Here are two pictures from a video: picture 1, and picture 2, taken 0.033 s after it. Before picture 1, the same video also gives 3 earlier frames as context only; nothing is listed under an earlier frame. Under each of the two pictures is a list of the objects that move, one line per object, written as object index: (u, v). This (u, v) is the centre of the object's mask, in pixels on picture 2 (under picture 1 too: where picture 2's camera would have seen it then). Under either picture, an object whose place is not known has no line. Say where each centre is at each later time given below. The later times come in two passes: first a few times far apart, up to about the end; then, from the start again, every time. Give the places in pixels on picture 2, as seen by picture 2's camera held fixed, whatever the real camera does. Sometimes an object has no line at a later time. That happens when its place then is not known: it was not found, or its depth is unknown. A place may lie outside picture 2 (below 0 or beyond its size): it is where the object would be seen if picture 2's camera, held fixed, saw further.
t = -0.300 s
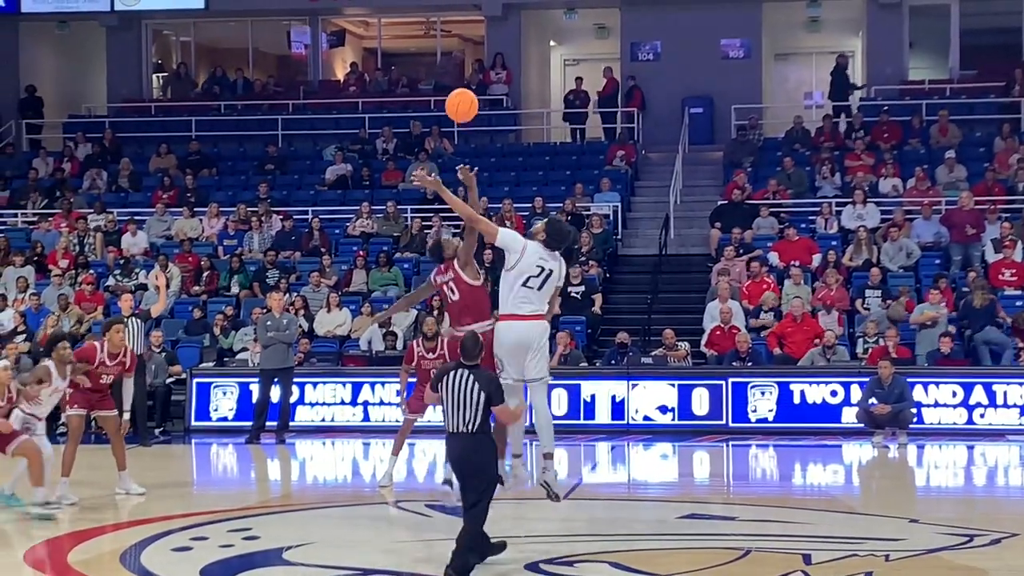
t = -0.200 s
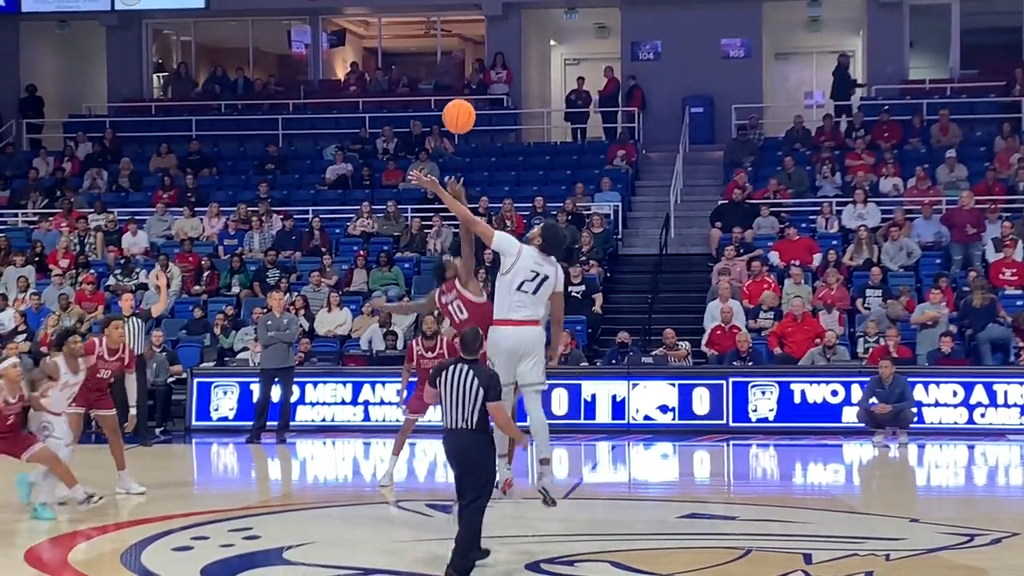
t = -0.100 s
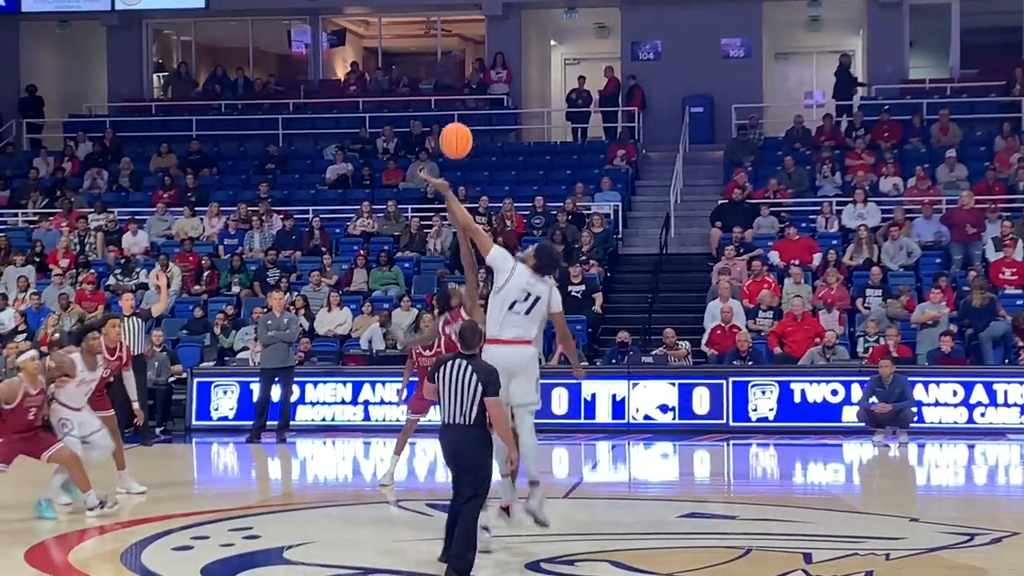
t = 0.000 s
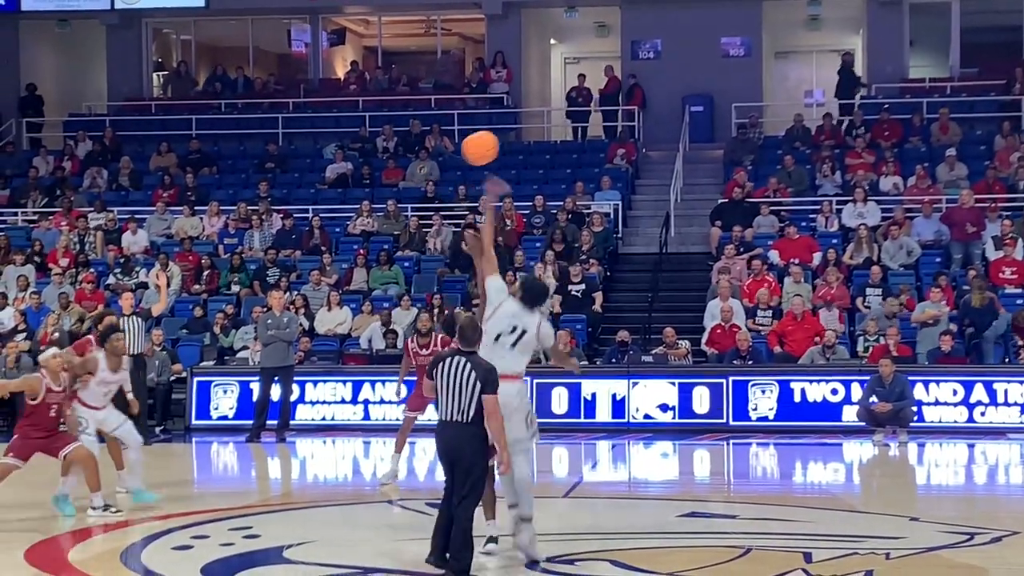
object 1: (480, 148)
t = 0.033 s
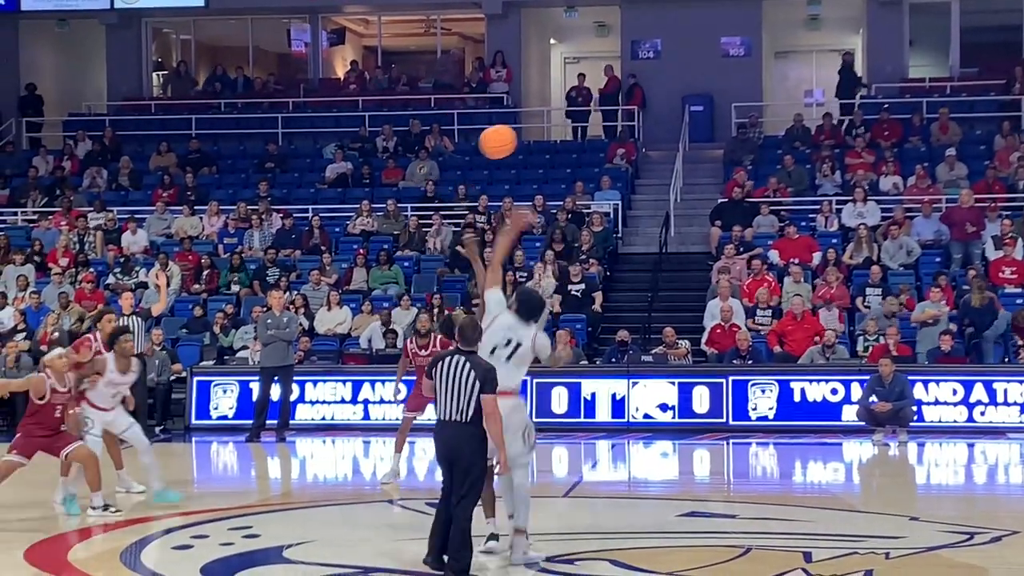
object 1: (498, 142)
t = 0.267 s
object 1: (619, 138)
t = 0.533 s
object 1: (748, 212)
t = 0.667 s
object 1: (810, 278)
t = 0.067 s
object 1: (515, 137)
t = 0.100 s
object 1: (533, 133)
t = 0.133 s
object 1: (550, 132)
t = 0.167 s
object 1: (568, 131)
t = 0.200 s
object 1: (585, 132)
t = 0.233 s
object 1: (602, 134)
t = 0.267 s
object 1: (619, 138)
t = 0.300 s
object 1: (635, 143)
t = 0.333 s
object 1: (652, 149)
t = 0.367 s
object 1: (668, 156)
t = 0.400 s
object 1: (684, 165)
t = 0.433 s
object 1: (700, 175)
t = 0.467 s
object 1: (716, 186)
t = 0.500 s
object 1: (732, 199)
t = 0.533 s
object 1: (748, 212)
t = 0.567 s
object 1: (763, 227)
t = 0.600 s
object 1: (779, 243)
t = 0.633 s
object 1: (794, 260)
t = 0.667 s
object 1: (810, 278)
